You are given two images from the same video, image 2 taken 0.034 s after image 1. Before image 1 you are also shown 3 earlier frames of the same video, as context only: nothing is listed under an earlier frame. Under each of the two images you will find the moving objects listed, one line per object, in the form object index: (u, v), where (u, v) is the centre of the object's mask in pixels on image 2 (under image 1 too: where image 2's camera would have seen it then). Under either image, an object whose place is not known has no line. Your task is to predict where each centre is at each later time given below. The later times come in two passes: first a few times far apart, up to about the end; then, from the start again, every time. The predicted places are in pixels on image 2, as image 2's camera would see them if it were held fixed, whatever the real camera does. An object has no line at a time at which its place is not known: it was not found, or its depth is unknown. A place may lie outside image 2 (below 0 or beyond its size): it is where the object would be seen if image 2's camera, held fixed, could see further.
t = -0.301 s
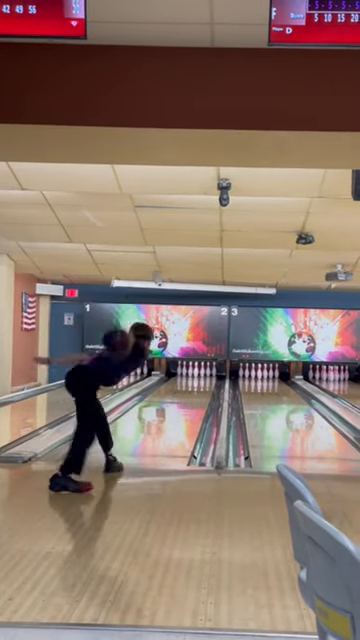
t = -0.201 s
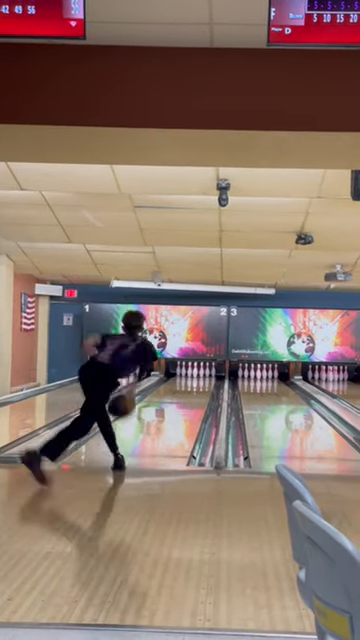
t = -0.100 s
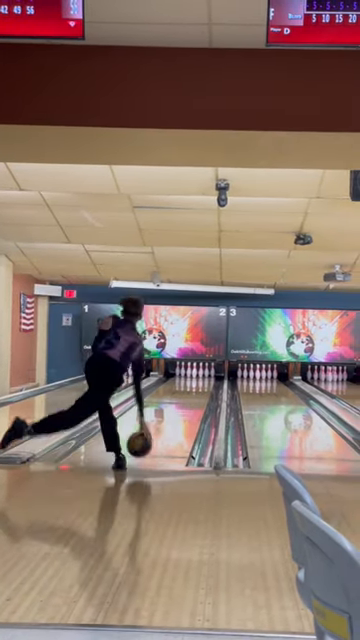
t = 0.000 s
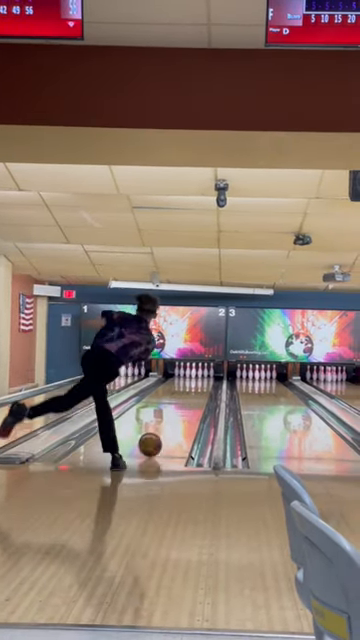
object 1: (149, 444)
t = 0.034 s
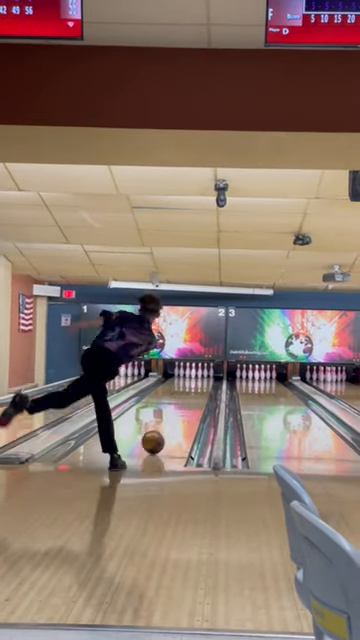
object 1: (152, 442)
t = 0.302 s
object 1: (173, 422)
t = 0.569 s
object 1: (186, 408)
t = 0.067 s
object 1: (156, 439)
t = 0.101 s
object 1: (159, 436)
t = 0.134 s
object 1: (161, 433)
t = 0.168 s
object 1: (164, 431)
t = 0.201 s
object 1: (166, 428)
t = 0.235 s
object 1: (169, 426)
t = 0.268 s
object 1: (171, 424)
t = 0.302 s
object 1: (173, 422)
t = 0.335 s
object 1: (175, 420)
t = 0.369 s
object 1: (177, 418)
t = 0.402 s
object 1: (178, 416)
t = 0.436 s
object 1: (180, 414)
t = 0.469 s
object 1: (181, 413)
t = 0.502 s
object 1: (183, 412)
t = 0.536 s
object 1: (184, 410)
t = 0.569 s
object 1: (186, 408)
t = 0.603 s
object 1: (187, 407)
